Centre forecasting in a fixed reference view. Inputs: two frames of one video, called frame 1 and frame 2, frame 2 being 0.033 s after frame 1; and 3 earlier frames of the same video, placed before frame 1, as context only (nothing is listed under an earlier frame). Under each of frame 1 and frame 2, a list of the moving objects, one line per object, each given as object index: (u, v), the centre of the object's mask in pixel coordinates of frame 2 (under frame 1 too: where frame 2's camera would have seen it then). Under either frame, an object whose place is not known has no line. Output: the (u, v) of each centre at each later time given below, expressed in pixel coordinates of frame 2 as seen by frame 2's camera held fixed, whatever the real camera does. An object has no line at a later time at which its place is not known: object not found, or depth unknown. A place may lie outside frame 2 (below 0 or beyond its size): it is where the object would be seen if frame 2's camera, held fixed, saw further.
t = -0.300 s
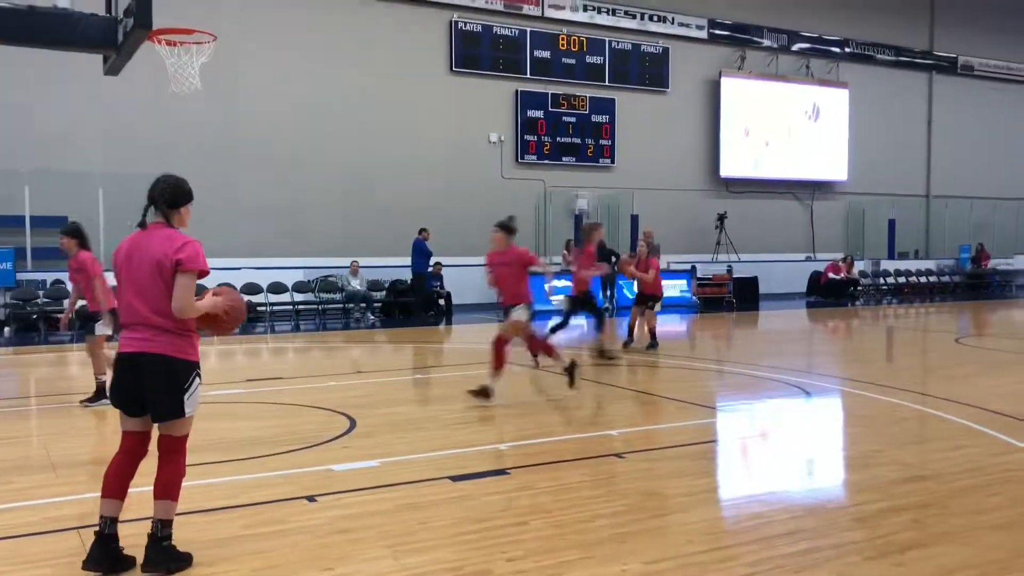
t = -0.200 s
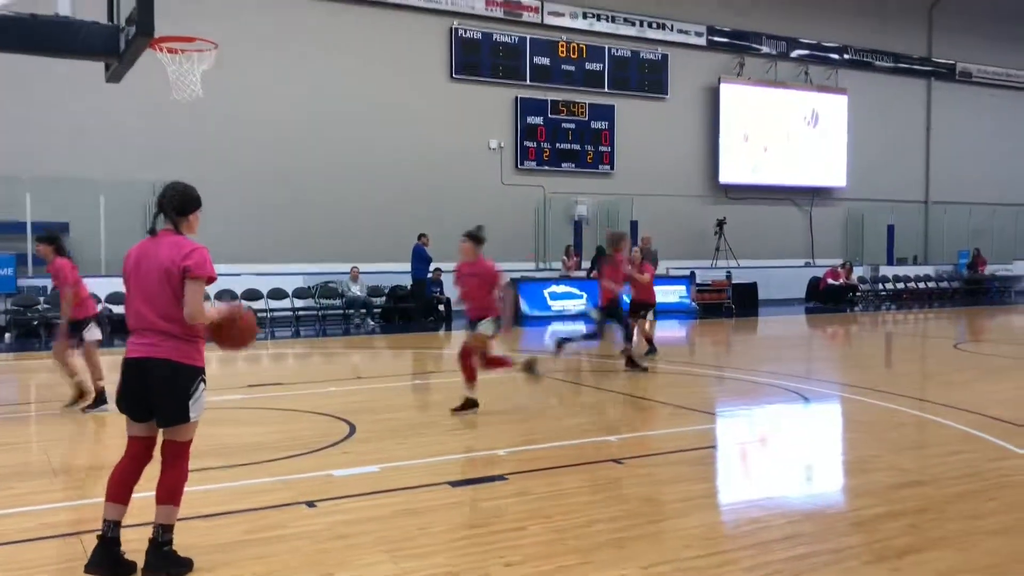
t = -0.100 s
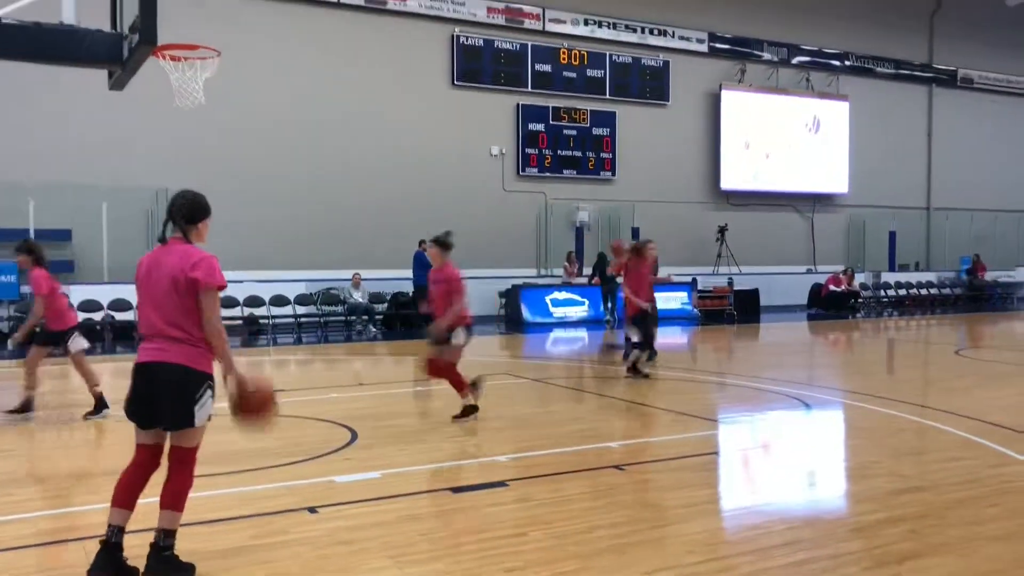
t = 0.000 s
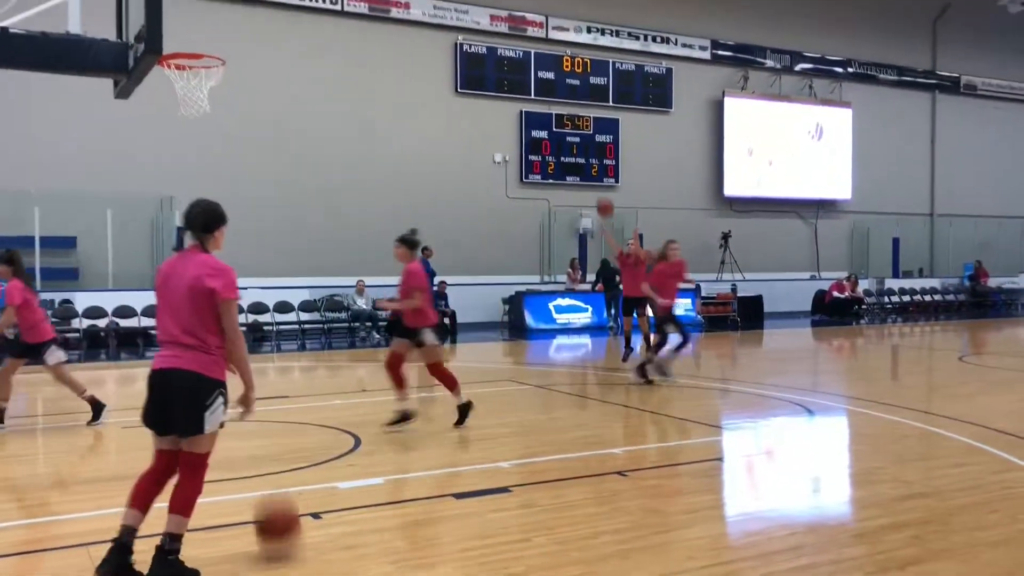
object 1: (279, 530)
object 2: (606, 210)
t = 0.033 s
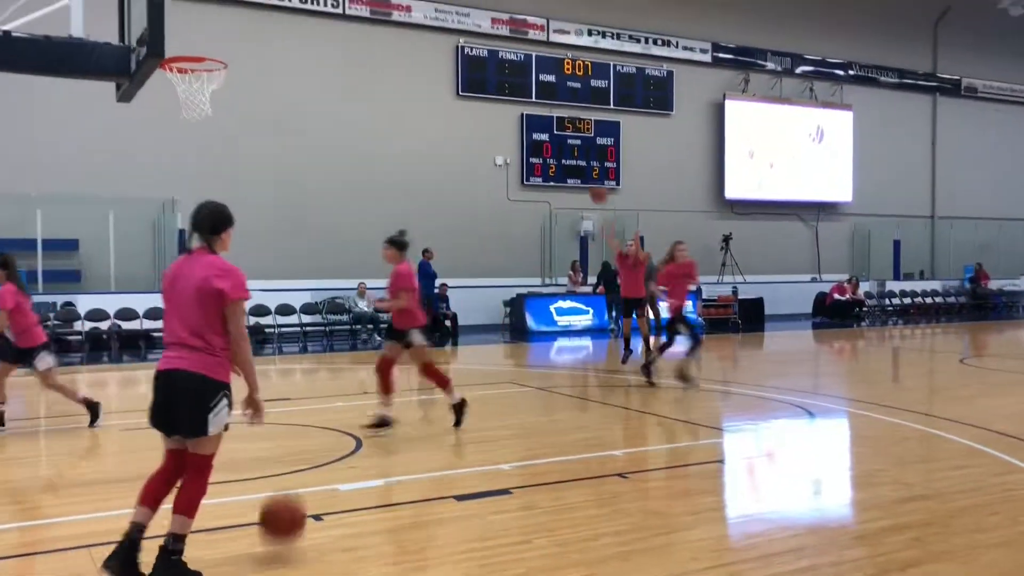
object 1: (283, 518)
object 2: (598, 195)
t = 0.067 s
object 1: (284, 488)
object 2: (591, 177)
